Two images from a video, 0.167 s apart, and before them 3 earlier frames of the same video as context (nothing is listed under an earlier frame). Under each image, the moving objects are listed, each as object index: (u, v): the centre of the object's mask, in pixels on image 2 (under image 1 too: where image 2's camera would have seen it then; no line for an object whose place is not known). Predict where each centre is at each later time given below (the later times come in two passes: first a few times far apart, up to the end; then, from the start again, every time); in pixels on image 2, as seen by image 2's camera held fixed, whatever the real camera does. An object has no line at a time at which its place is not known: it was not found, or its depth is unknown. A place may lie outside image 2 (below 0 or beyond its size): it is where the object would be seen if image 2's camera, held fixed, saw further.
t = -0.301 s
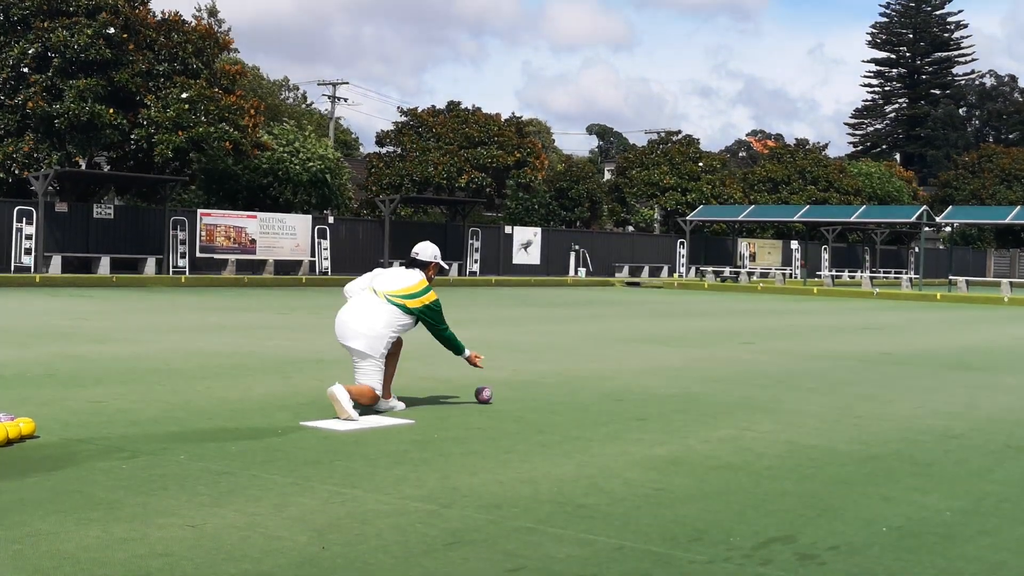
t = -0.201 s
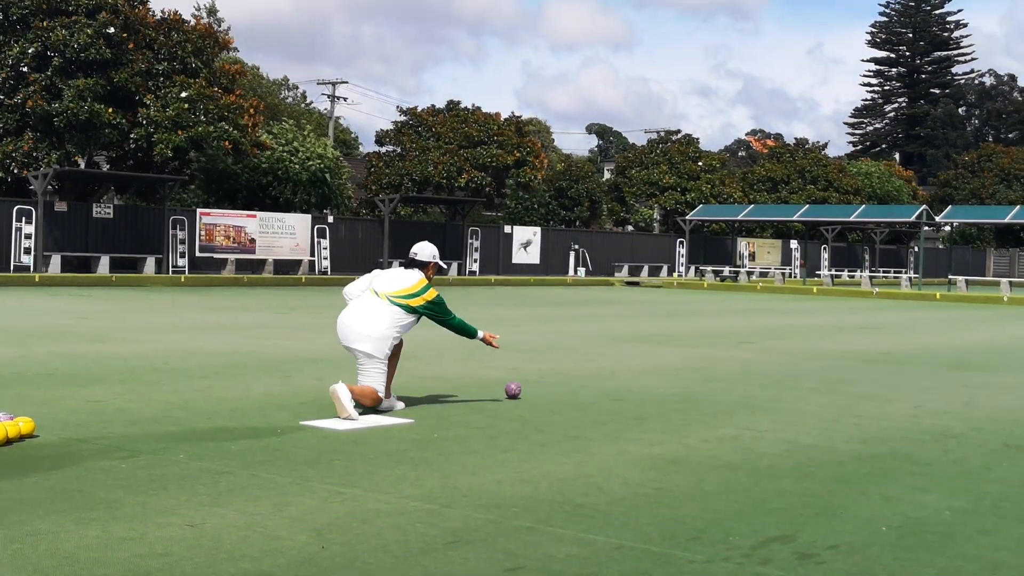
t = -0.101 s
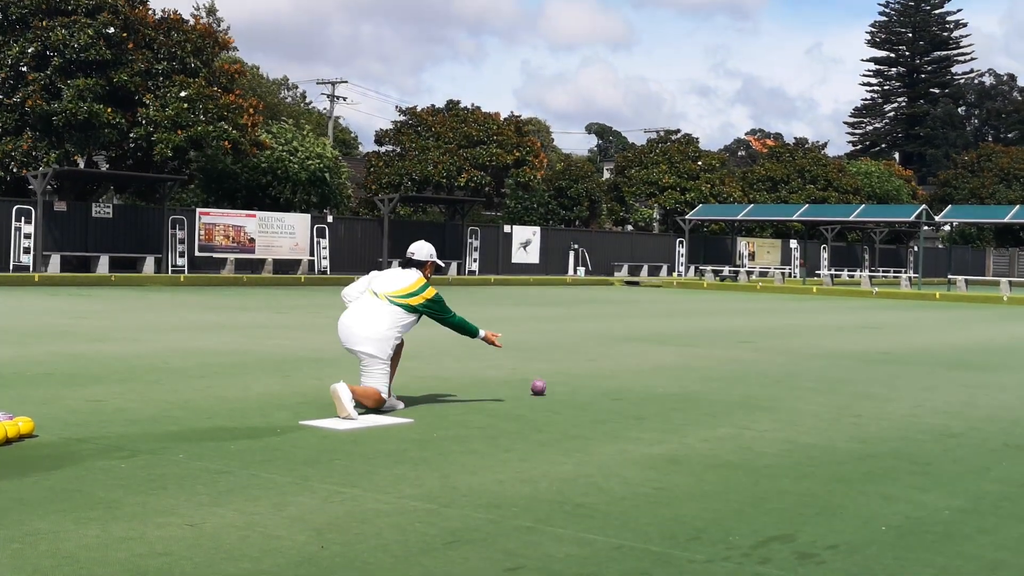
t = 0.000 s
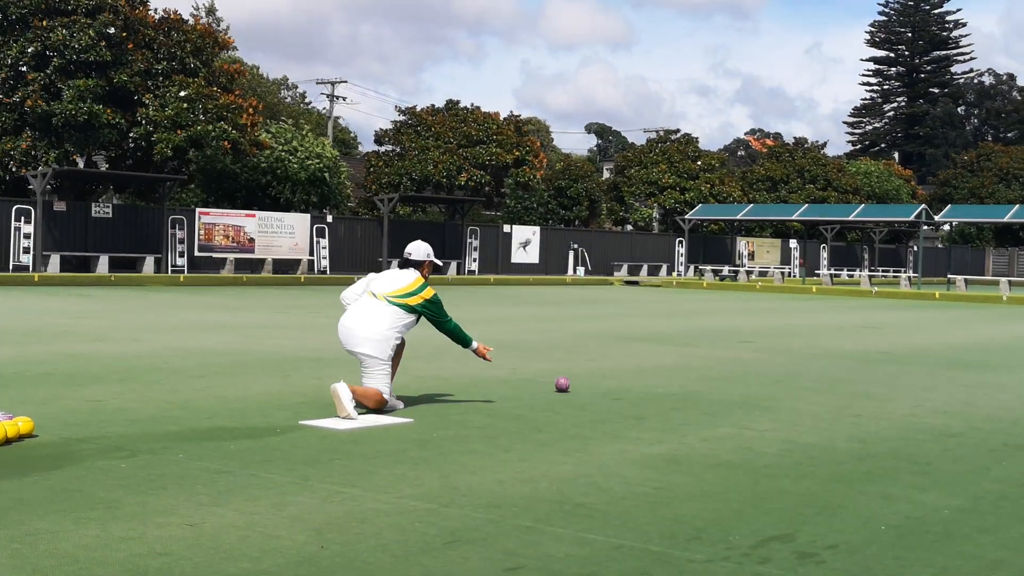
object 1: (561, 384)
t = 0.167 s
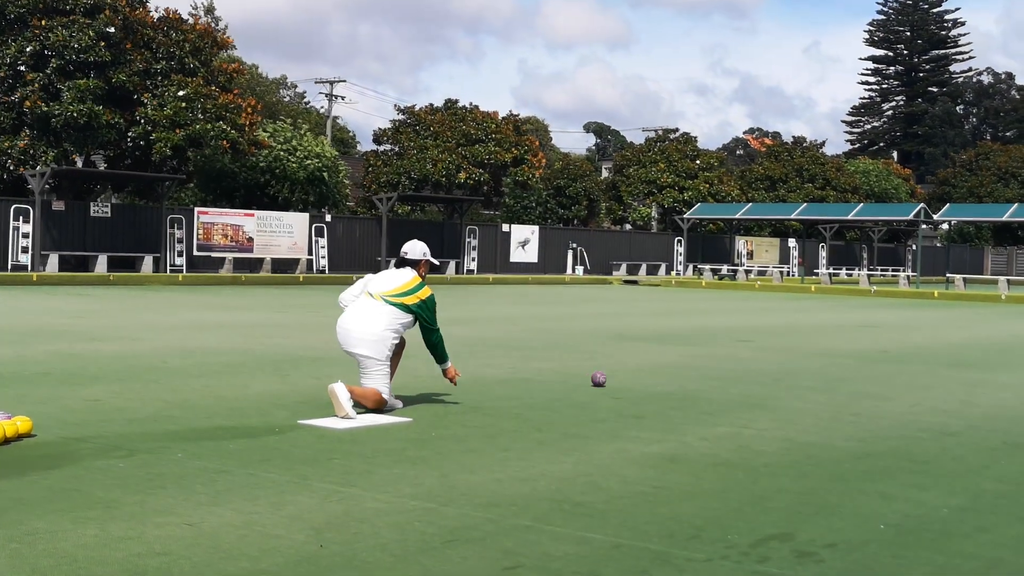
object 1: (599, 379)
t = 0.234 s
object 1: (613, 378)
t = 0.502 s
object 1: (664, 372)
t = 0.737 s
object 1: (703, 368)
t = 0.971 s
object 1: (739, 364)
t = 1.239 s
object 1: (775, 360)
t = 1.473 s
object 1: (804, 356)
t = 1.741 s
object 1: (834, 353)
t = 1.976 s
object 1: (858, 350)
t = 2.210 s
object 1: (880, 348)
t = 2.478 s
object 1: (903, 345)
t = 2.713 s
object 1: (922, 343)
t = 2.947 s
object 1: (940, 341)
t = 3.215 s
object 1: (958, 340)
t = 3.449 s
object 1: (974, 338)
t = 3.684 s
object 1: (989, 337)
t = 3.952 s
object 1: (1005, 336)
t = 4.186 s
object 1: (1019, 335)
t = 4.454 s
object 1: (1034, 334)
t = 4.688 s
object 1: (1047, 334)
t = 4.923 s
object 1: (1058, 333)
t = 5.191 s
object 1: (1071, 332)
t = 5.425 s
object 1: (1082, 332)
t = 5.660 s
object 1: (1092, 331)
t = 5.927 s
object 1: (1103, 330)
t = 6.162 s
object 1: (1113, 330)
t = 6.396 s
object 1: (1121, 329)
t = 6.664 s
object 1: (1131, 329)
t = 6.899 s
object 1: (1140, 328)
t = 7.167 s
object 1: (1150, 328)
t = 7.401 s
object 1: (1158, 327)
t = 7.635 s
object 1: (1166, 327)
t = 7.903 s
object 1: (1175, 326)
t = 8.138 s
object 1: (1182, 326)
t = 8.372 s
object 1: (1189, 326)
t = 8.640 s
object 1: (1198, 326)
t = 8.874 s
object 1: (1204, 326)
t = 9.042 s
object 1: (1209, 325)
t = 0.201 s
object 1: (606, 379)
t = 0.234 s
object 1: (613, 378)
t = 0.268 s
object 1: (620, 377)
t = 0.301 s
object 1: (626, 376)
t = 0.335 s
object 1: (633, 375)
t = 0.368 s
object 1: (639, 375)
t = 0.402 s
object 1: (646, 374)
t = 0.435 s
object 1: (652, 373)
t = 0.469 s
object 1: (658, 373)
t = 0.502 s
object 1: (664, 372)
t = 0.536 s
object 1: (670, 371)
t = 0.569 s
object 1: (676, 371)
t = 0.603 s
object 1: (682, 370)
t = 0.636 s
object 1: (687, 369)
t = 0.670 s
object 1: (693, 369)
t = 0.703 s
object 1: (699, 368)
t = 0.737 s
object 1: (703, 368)
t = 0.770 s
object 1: (709, 367)
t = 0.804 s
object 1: (714, 366)
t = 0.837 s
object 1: (719, 366)
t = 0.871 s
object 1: (724, 365)
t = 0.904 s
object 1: (729, 364)
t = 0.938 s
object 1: (734, 364)
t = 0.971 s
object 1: (739, 364)
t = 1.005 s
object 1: (744, 363)
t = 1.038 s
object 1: (749, 362)
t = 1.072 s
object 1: (753, 362)
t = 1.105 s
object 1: (758, 361)
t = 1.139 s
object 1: (762, 361)
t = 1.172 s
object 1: (767, 361)
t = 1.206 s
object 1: (771, 360)
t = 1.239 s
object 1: (775, 360)
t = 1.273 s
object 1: (780, 359)
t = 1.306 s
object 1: (784, 359)
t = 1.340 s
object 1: (788, 358)
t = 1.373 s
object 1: (792, 357)
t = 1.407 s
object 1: (796, 357)
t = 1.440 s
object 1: (800, 356)
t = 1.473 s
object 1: (804, 356)
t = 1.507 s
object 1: (808, 356)
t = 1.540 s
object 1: (812, 355)
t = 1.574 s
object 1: (815, 355)
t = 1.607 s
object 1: (819, 355)
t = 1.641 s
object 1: (823, 354)
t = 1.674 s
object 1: (827, 354)
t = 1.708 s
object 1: (831, 353)
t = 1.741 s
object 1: (834, 353)
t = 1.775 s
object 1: (837, 353)
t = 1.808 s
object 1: (841, 352)
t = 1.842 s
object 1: (844, 352)
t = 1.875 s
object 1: (847, 351)
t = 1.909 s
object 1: (851, 351)
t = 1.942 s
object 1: (854, 350)
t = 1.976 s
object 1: (858, 350)
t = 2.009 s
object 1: (861, 349)
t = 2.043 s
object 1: (864, 350)
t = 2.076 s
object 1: (867, 349)
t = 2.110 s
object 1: (870, 348)
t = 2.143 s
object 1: (874, 348)
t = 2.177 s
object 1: (877, 348)
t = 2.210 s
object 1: (880, 348)
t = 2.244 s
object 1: (883, 347)
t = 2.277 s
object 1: (886, 347)
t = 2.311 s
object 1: (889, 347)
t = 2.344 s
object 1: (892, 346)
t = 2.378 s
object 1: (894, 346)
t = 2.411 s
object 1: (898, 346)
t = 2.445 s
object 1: (900, 346)
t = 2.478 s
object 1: (903, 345)
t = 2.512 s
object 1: (906, 345)
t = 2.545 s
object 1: (909, 344)
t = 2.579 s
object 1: (912, 344)
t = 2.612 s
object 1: (914, 344)
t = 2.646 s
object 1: (917, 344)
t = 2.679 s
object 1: (920, 343)
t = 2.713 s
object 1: (922, 343)
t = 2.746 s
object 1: (925, 343)
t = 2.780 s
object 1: (927, 343)
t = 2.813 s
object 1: (930, 343)
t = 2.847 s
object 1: (932, 342)
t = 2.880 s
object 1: (935, 342)
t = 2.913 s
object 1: (937, 342)
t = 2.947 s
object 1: (940, 341)
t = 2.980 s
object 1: (942, 341)
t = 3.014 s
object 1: (945, 341)
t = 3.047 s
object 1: (947, 341)
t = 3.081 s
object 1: (949, 340)
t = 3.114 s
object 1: (951, 340)
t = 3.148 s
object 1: (954, 340)
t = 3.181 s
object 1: (956, 340)
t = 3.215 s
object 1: (958, 340)
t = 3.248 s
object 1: (960, 339)
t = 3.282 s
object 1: (963, 339)
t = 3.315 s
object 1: (965, 339)
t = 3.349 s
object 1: (967, 339)
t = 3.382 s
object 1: (970, 338)
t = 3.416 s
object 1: (972, 338)
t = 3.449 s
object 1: (974, 338)
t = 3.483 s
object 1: (976, 337)
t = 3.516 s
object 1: (978, 337)
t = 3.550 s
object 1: (981, 337)
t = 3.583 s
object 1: (982, 337)
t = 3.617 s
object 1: (985, 337)
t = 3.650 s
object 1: (987, 337)
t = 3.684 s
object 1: (989, 337)
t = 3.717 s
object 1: (991, 337)
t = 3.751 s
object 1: (993, 337)
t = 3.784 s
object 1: (995, 336)
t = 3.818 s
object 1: (997, 336)
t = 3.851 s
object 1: (999, 336)
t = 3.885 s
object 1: (1001, 336)
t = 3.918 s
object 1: (1004, 336)
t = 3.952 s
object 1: (1005, 336)
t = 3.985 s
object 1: (1007, 336)
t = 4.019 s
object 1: (1009, 335)
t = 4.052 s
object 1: (1012, 335)
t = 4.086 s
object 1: (1013, 335)
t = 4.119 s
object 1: (1015, 335)
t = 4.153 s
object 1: (1017, 335)
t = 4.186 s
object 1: (1019, 335)
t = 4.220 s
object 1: (1021, 335)
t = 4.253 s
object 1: (1023, 335)
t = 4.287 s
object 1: (1025, 335)
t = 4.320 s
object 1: (1026, 335)
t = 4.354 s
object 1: (1028, 334)
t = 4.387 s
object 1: (1030, 334)
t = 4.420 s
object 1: (1032, 334)
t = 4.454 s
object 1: (1034, 334)
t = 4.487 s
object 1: (1036, 334)
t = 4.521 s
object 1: (1038, 334)
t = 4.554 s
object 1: (1040, 334)
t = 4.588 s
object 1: (1041, 334)
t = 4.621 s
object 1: (1043, 334)
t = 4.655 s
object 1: (1045, 334)
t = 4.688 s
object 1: (1047, 334)
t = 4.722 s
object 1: (1049, 334)
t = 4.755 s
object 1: (1050, 334)
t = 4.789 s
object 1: (1052, 334)
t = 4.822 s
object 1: (1054, 333)
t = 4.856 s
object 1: (1055, 333)
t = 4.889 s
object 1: (1057, 333)
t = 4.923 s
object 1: (1058, 333)
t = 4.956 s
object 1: (1060, 333)
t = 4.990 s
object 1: (1061, 333)
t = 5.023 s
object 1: (1063, 333)
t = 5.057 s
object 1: (1064, 333)
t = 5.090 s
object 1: (1066, 333)
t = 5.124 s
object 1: (1067, 333)
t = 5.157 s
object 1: (1069, 332)
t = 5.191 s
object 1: (1071, 332)
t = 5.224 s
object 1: (1073, 332)
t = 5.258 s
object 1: (1074, 332)
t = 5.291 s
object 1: (1076, 332)
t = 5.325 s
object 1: (1077, 332)
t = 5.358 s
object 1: (1079, 332)
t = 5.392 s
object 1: (1080, 332)
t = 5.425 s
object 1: (1082, 332)
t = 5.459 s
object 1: (1083, 332)
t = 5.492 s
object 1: (1085, 332)
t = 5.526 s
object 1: (1086, 331)
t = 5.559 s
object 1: (1088, 331)
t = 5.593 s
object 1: (1089, 331)
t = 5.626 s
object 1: (1090, 331)
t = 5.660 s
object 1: (1092, 331)
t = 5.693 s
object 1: (1094, 331)
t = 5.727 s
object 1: (1095, 331)
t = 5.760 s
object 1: (1096, 331)
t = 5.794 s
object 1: (1098, 331)
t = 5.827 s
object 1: (1099, 331)
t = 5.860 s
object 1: (1100, 331)
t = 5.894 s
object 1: (1102, 330)
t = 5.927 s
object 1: (1103, 330)
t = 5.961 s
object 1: (1104, 330)
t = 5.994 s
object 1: (1106, 330)
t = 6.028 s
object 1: (1107, 330)
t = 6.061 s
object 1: (1108, 330)
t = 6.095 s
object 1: (1109, 330)
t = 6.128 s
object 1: (1111, 330)
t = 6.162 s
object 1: (1113, 330)
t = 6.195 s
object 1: (1114, 330)
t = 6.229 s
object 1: (1115, 330)
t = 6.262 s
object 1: (1116, 329)
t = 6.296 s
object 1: (1117, 330)
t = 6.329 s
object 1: (1119, 330)
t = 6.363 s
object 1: (1120, 330)
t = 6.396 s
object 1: (1121, 329)
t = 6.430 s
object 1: (1123, 329)
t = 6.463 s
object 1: (1124, 329)
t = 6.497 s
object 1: (1125, 329)
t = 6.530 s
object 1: (1127, 329)
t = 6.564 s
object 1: (1128, 329)
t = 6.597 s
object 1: (1129, 329)
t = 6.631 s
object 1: (1130, 329)
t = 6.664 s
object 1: (1131, 329)
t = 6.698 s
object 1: (1133, 329)
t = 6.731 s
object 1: (1134, 328)
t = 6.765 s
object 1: (1135, 328)
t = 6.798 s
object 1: (1136, 328)
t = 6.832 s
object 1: (1137, 328)
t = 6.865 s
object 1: (1139, 328)
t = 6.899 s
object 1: (1140, 328)
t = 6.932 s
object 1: (1141, 328)
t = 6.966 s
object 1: (1143, 328)
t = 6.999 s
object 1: (1144, 328)
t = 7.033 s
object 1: (1145, 328)
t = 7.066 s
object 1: (1146, 328)
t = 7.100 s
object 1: (1147, 328)
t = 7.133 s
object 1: (1149, 328)
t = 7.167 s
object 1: (1150, 328)
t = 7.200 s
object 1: (1151, 328)
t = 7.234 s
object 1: (1152, 328)
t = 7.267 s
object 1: (1153, 327)
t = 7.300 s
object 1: (1154, 327)
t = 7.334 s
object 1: (1156, 328)
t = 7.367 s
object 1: (1157, 327)
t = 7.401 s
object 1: (1158, 327)
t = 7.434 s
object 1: (1159, 327)
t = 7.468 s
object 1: (1160, 327)
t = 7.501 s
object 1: (1161, 327)
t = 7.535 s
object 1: (1163, 327)
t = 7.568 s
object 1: (1164, 327)
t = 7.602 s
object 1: (1165, 327)
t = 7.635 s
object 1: (1166, 327)
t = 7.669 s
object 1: (1167, 327)
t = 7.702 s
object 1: (1168, 327)
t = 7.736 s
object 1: (1169, 327)
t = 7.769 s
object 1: (1170, 327)
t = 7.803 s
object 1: (1171, 327)
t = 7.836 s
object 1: (1172, 327)
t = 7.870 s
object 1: (1173, 327)
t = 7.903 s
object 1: (1175, 326)
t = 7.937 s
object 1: (1176, 326)
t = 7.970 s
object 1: (1177, 327)
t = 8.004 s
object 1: (1178, 326)
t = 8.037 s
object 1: (1179, 326)
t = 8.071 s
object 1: (1180, 326)
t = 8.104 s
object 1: (1181, 326)
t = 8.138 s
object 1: (1182, 326)
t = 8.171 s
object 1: (1183, 326)
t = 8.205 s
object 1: (1184, 326)
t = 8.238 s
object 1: (1185, 326)
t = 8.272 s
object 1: (1186, 326)
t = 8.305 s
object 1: (1187, 326)
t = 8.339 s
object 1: (1188, 327)
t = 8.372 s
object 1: (1189, 326)
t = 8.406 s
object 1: (1190, 326)
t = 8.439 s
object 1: (1191, 326)
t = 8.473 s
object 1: (1192, 326)
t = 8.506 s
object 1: (1193, 326)
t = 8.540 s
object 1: (1194, 326)
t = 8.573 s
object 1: (1196, 326)
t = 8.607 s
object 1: (1196, 326)
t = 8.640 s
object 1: (1198, 326)
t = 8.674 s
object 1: (1198, 326)
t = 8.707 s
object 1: (1199, 326)
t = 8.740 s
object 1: (1200, 326)
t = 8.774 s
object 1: (1201, 326)
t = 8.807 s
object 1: (1202, 326)
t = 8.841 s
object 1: (1203, 326)
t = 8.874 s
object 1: (1204, 326)
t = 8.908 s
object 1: (1205, 326)
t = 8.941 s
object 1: (1206, 326)
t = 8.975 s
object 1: (1207, 326)
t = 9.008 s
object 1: (1208, 326)
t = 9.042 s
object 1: (1209, 325)
